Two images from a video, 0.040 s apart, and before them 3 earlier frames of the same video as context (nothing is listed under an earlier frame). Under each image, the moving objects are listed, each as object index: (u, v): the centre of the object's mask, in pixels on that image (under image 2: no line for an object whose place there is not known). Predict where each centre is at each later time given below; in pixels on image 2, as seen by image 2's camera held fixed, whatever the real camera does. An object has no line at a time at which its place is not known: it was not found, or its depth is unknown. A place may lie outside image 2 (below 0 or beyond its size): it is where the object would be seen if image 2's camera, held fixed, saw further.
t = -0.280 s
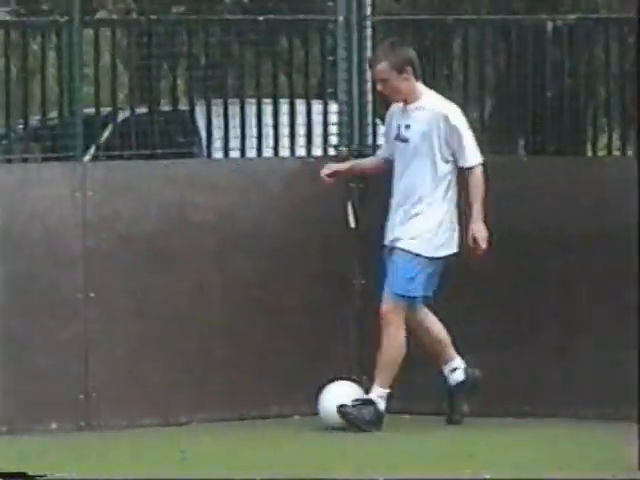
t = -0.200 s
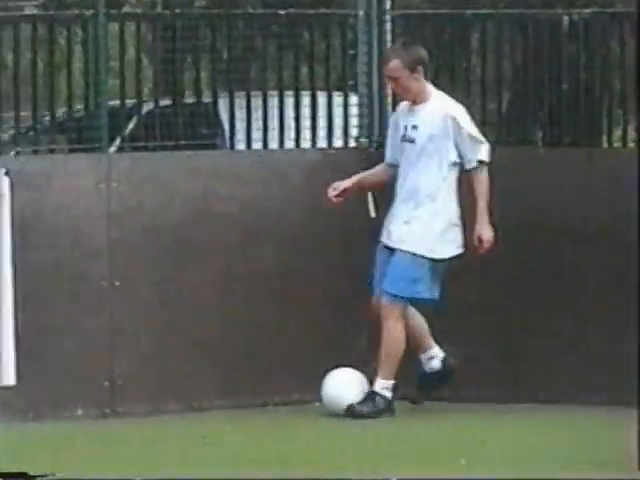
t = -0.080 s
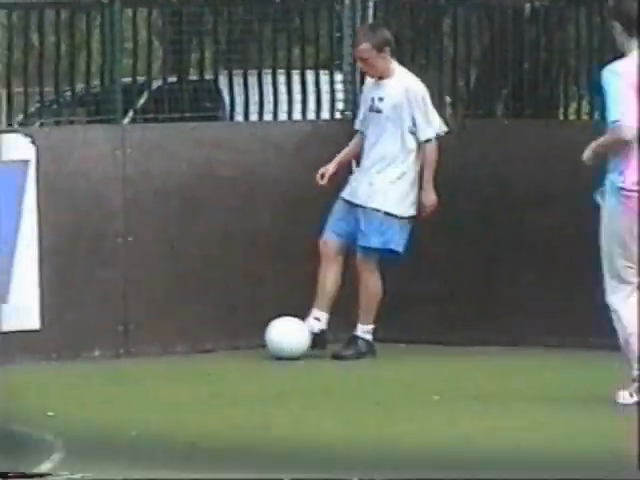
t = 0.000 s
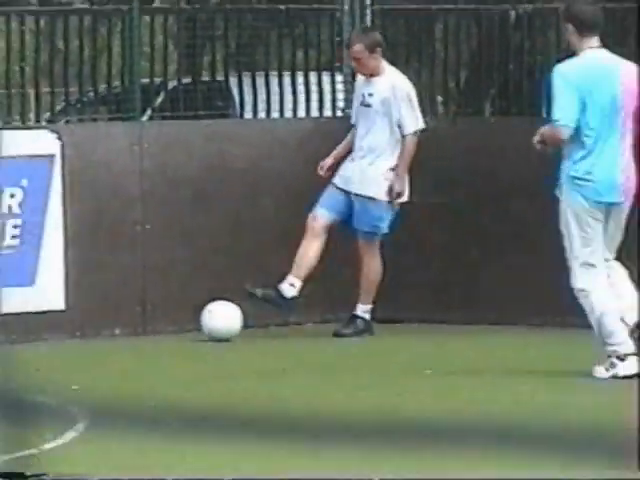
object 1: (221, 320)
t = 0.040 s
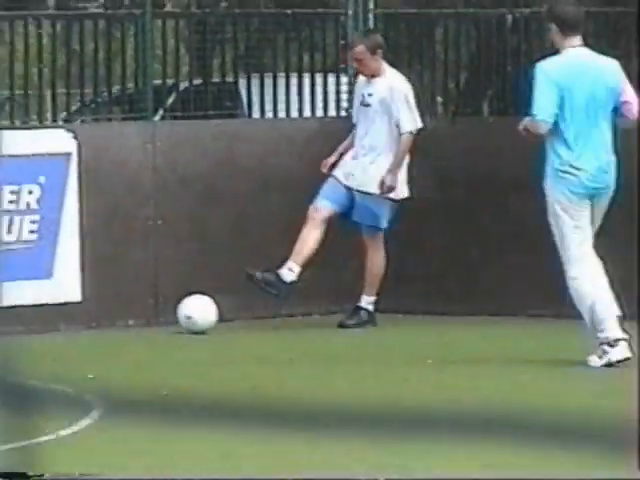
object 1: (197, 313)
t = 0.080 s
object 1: (163, 315)
